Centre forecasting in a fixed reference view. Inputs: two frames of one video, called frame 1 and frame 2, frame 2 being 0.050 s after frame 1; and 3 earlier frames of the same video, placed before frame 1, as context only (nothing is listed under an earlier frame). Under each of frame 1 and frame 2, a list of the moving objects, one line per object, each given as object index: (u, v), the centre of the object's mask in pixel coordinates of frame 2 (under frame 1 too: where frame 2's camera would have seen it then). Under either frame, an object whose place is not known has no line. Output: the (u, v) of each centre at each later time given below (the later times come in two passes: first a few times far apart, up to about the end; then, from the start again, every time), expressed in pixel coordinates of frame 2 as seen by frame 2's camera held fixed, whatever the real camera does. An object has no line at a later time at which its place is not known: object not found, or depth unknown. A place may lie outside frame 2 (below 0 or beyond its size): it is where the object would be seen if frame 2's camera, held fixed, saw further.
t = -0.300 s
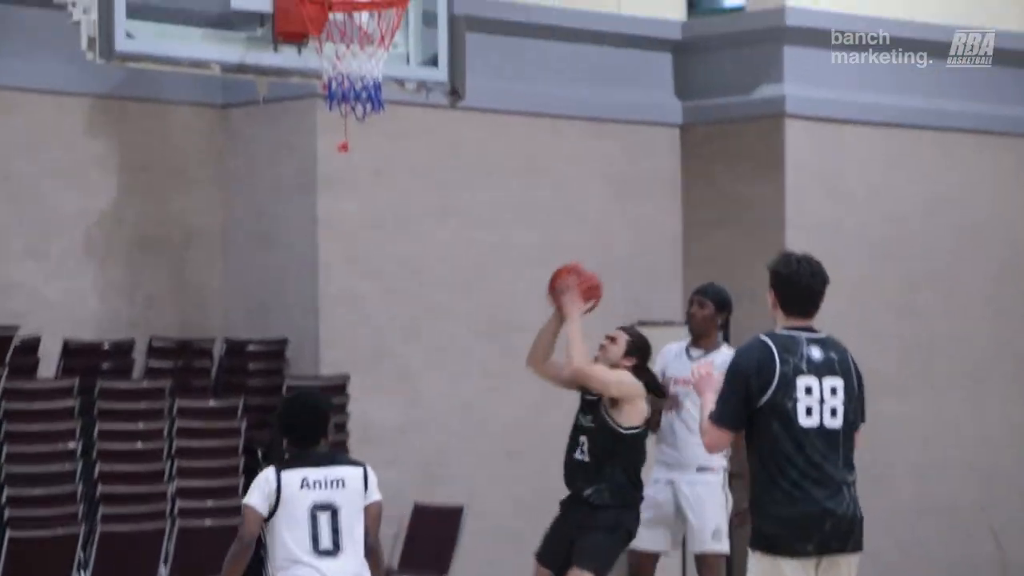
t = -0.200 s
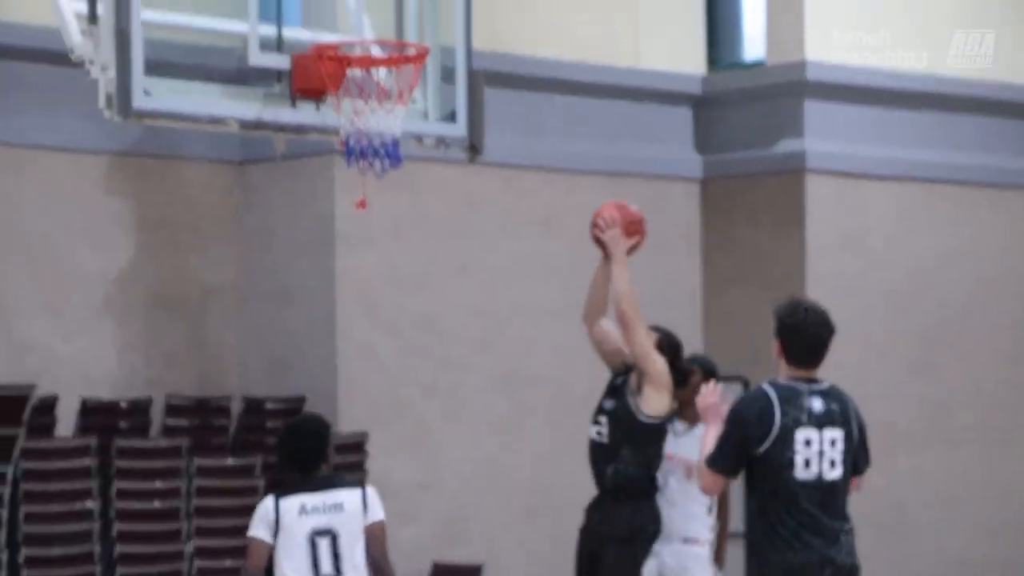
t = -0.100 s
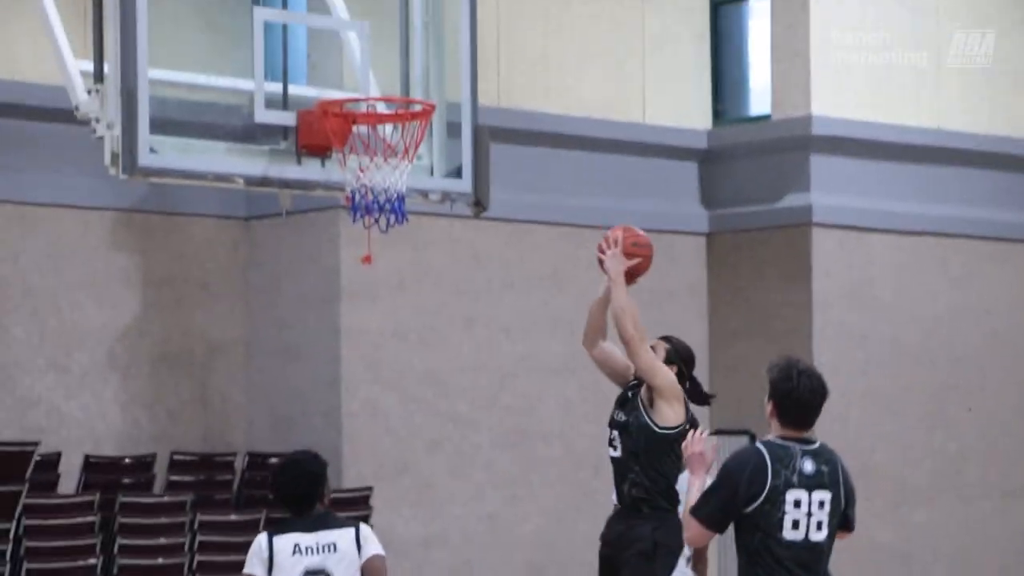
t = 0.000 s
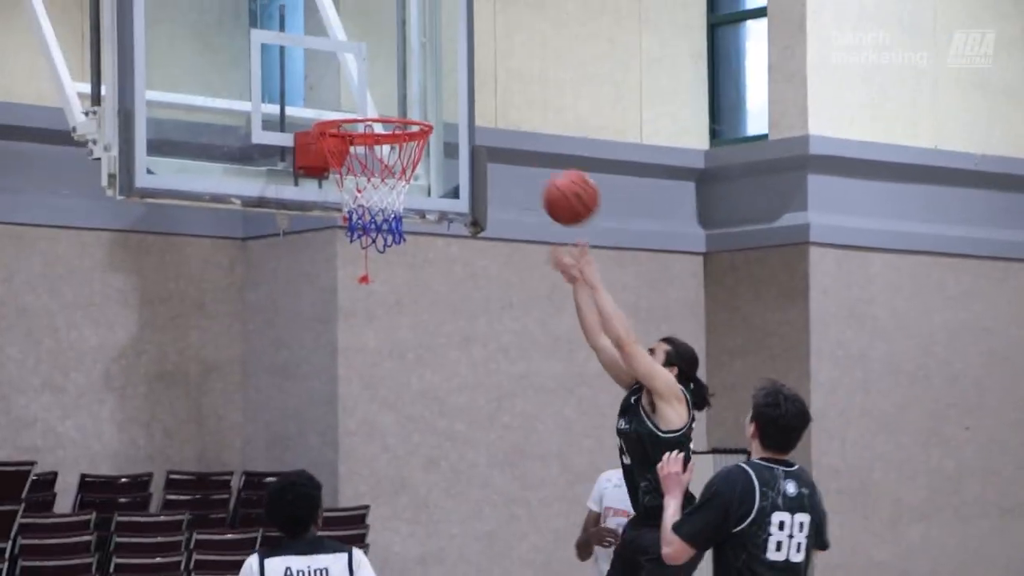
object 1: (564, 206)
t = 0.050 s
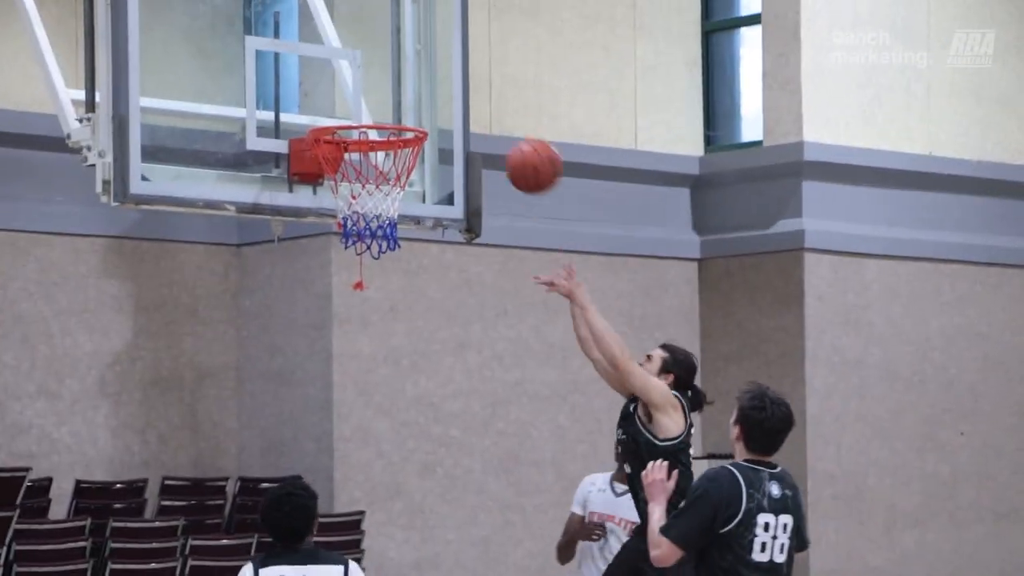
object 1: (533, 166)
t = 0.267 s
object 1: (408, 67)
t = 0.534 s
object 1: (389, 130)
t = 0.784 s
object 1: (369, 218)
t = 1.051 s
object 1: (348, 407)
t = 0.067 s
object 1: (523, 155)
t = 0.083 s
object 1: (512, 144)
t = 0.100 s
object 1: (502, 134)
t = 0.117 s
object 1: (491, 123)
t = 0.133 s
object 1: (481, 114)
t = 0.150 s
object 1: (470, 105)
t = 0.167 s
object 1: (460, 97)
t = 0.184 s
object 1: (449, 89)
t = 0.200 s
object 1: (439, 83)
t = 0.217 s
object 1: (428, 77)
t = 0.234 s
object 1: (417, 72)
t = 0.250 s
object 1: (409, 69)
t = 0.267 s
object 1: (408, 67)
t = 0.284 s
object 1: (407, 66)
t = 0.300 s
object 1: (406, 66)
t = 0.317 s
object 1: (405, 66)
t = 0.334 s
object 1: (404, 67)
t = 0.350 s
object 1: (403, 68)
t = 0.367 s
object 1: (402, 70)
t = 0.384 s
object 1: (400, 74)
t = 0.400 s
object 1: (399, 77)
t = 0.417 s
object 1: (398, 81)
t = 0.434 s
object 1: (397, 86)
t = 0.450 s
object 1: (396, 92)
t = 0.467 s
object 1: (395, 98)
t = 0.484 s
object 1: (394, 102)
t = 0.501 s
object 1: (393, 106)
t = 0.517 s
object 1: (392, 111)
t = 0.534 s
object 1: (389, 130)
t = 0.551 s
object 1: (388, 141)
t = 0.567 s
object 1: (387, 154)
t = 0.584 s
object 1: (388, 161)
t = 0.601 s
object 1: (387, 168)
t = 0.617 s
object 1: (386, 175)
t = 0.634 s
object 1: (386, 180)
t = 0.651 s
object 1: (385, 179)
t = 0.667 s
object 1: (383, 181)
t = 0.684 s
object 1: (380, 190)
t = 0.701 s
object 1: (379, 193)
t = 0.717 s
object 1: (375, 202)
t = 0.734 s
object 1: (373, 204)
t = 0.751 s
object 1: (379, 218)
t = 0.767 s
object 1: (373, 215)
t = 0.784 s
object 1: (369, 218)
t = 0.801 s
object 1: (367, 225)
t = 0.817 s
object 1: (367, 232)
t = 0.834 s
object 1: (366, 240)
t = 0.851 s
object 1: (365, 248)
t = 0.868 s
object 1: (363, 257)
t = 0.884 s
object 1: (361, 268)
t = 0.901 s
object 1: (360, 279)
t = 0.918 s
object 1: (359, 291)
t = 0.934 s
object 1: (358, 303)
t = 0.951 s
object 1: (356, 315)
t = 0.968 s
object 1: (355, 329)
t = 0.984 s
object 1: (353, 343)
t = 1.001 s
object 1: (352, 358)
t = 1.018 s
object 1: (351, 374)
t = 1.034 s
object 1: (349, 390)
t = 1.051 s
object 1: (348, 407)
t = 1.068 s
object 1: (346, 426)
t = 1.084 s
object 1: (345, 445)
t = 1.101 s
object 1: (343, 464)
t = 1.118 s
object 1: (341, 484)
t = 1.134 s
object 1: (339, 504)
